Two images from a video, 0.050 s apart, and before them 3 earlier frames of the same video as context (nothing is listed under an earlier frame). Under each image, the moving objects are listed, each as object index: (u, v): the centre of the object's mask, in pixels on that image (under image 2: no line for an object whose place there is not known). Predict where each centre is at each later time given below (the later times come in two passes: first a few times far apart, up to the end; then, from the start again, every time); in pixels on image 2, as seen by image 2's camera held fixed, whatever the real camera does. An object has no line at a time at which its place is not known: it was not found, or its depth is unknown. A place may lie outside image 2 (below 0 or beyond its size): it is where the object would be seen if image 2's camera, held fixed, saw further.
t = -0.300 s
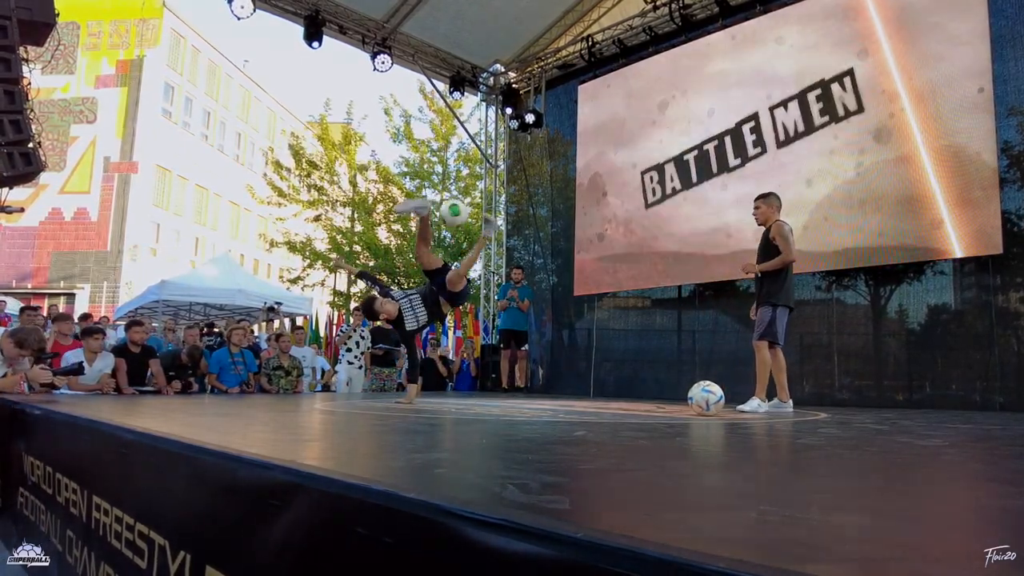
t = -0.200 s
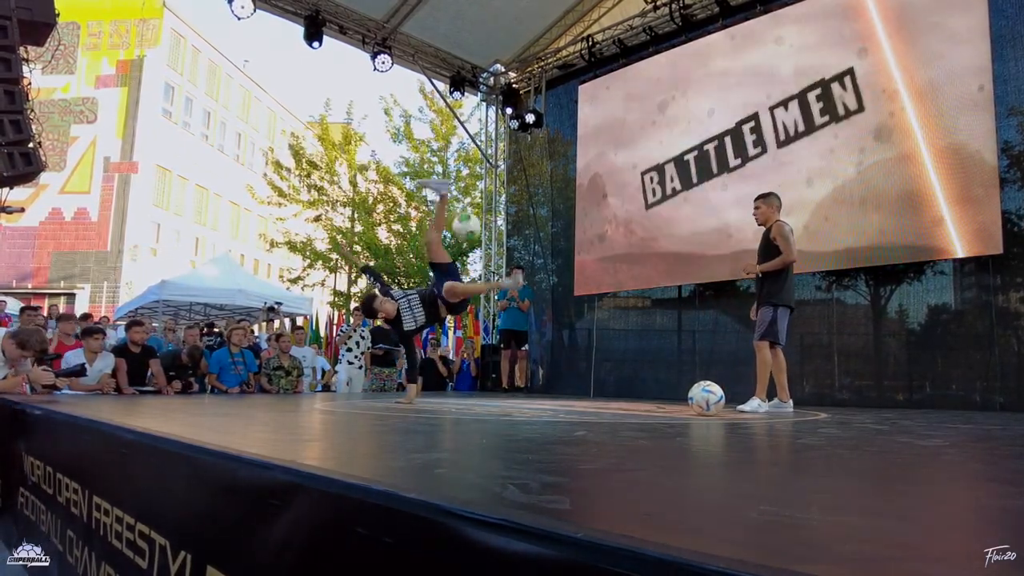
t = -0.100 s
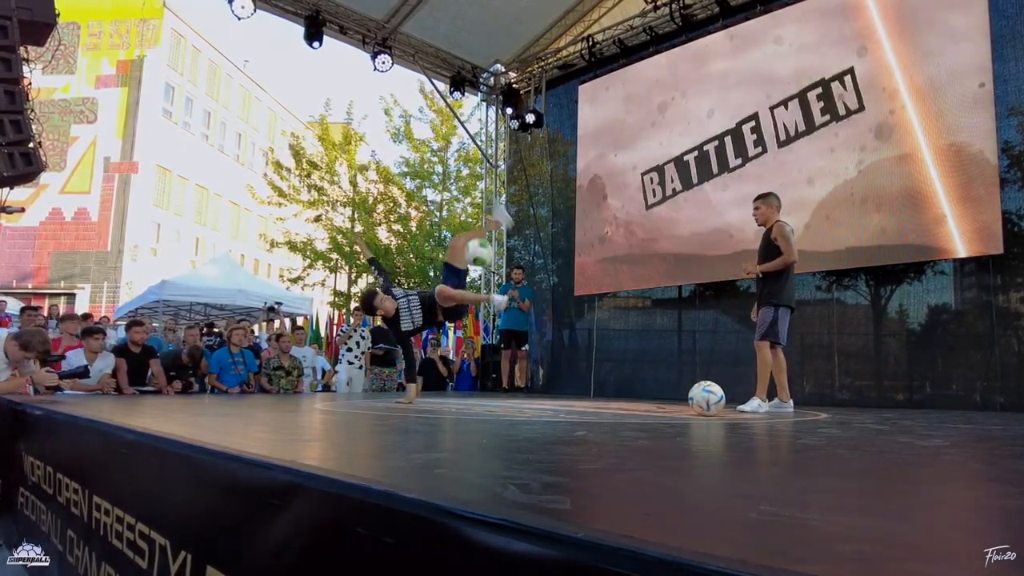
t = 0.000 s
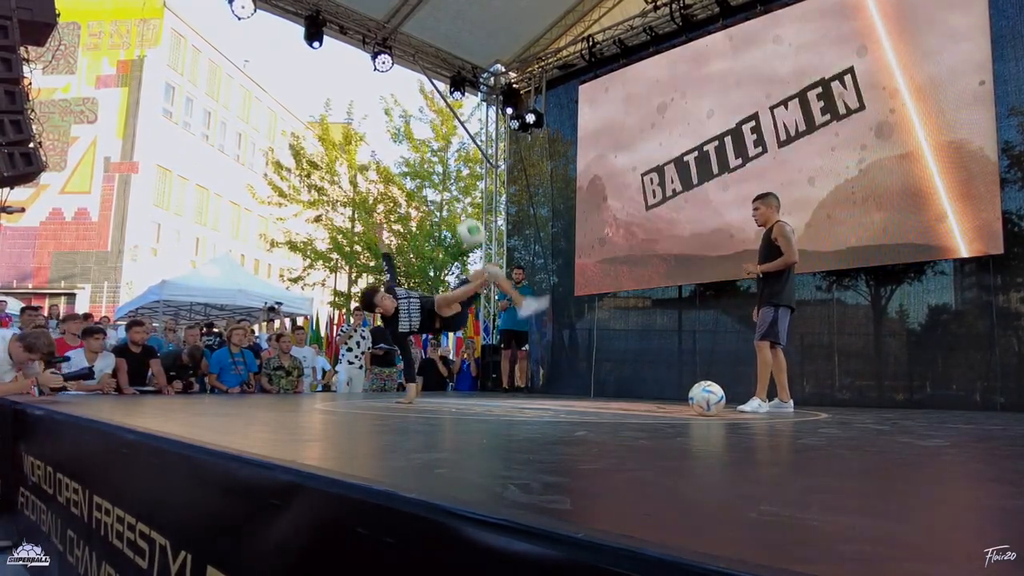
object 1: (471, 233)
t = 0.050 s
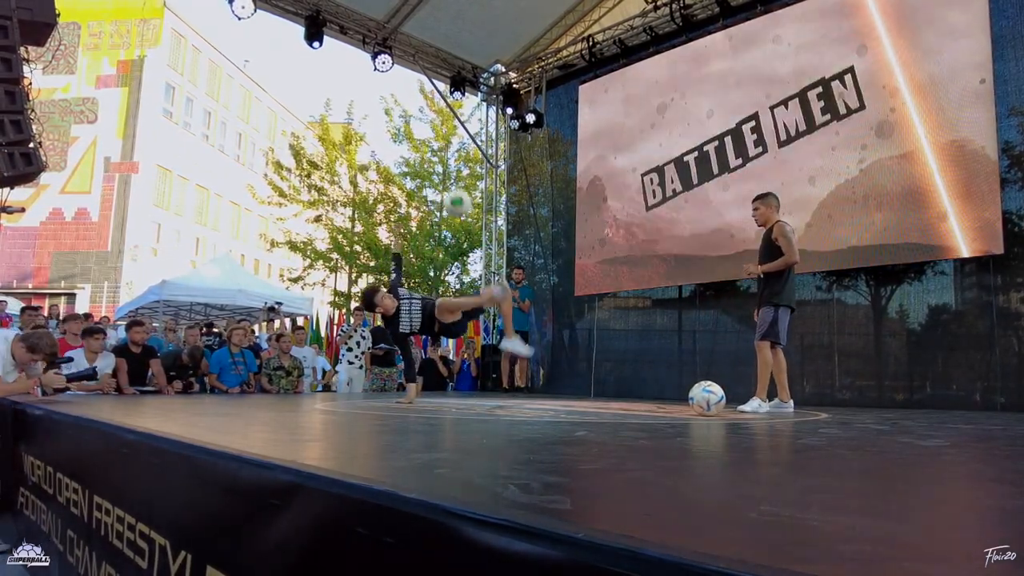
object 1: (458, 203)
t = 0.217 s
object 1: (414, 123)
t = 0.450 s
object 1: (351, 67)
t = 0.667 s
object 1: (288, 76)
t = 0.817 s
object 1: (239, 119)
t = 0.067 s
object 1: (453, 192)
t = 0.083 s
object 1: (449, 184)
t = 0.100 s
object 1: (445, 176)
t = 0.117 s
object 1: (440, 167)
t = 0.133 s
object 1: (435, 159)
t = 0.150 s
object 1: (432, 152)
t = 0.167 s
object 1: (428, 144)
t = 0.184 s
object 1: (423, 136)
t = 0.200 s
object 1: (420, 129)
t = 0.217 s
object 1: (414, 123)
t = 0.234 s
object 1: (410, 116)
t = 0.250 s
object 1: (405, 110)
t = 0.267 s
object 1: (401, 105)
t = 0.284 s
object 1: (396, 99)
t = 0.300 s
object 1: (392, 95)
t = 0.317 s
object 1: (388, 90)
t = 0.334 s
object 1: (383, 86)
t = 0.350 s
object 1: (379, 83)
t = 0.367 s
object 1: (374, 79)
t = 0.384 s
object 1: (370, 76)
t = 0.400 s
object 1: (365, 73)
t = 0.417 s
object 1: (360, 71)
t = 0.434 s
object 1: (356, 69)
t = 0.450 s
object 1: (351, 67)
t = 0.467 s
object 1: (346, 65)
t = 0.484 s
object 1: (342, 64)
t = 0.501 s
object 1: (337, 64)
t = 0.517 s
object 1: (332, 64)
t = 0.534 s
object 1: (327, 63)
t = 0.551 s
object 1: (323, 64)
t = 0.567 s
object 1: (317, 65)
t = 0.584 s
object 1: (313, 66)
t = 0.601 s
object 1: (308, 67)
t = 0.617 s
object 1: (303, 69)
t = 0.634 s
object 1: (298, 71)
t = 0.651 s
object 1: (293, 73)
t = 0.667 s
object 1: (288, 76)
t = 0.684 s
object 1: (282, 79)
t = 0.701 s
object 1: (277, 83)
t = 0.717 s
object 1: (272, 86)
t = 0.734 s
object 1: (266, 91)
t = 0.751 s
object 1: (261, 95)
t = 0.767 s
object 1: (255, 101)
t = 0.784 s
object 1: (250, 107)
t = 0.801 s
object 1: (245, 112)
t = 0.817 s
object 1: (239, 119)
